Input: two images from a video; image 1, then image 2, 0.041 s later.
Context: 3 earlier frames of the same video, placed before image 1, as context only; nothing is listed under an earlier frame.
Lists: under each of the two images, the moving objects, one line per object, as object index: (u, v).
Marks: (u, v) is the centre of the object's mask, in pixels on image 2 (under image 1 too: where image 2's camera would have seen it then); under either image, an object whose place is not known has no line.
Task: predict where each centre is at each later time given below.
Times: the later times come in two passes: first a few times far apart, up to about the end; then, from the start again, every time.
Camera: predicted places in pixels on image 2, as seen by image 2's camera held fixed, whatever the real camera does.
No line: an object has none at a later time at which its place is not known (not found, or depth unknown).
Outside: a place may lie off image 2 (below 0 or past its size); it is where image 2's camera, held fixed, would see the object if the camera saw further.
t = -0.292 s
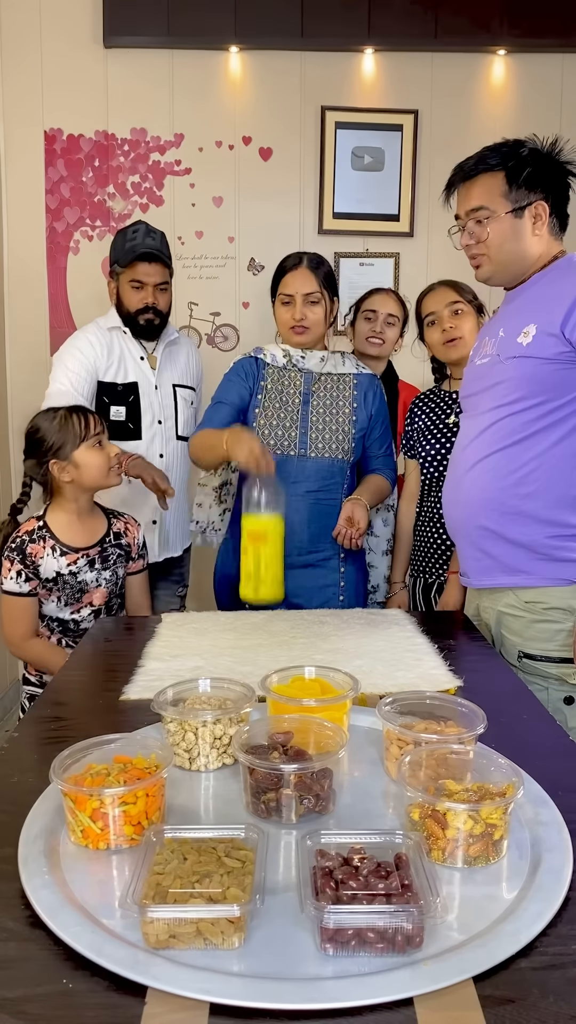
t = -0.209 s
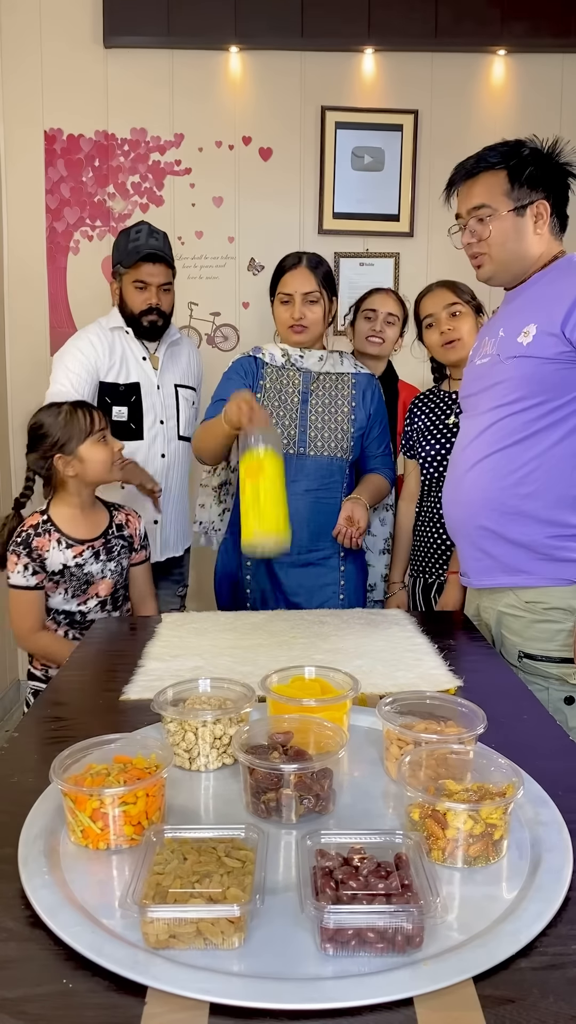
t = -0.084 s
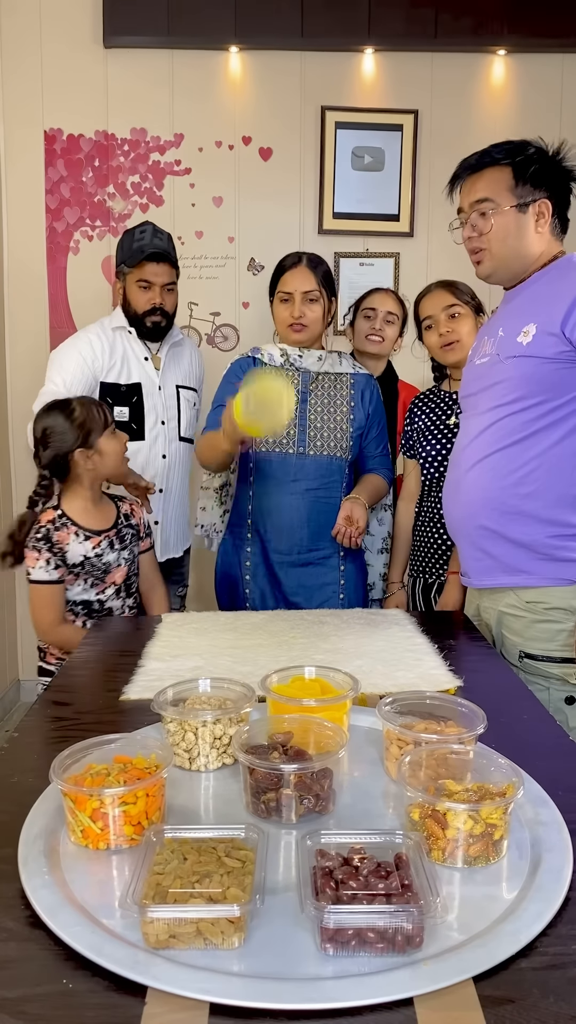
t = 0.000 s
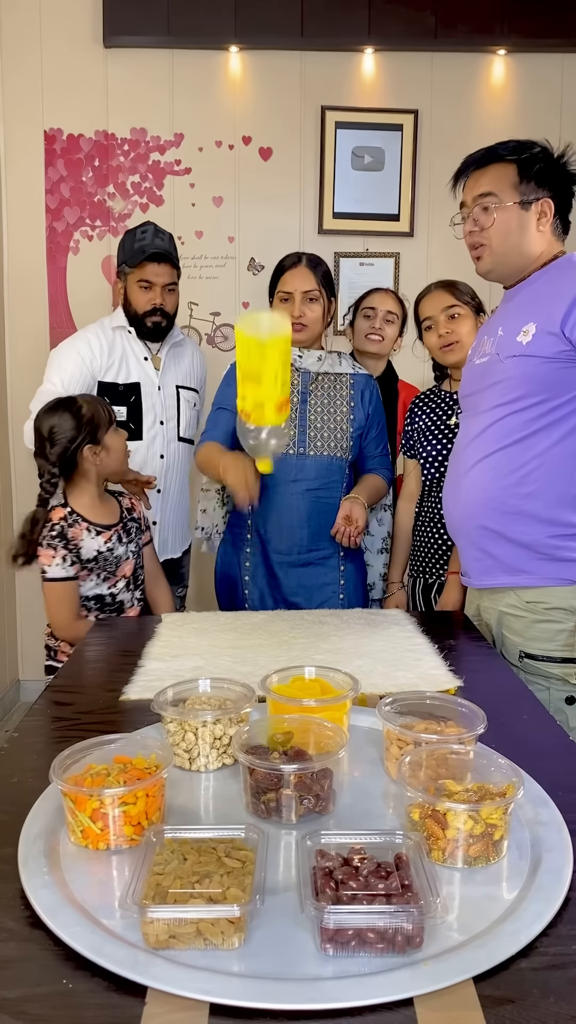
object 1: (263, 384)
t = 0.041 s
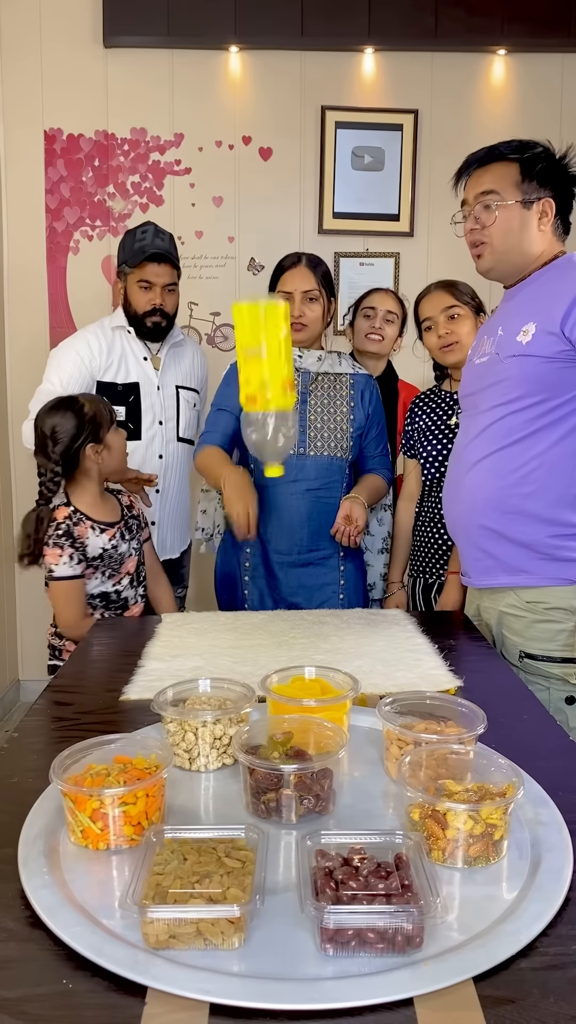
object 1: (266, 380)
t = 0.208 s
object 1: (269, 352)
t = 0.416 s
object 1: (256, 577)
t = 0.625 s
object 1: (258, 590)
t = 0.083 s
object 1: (269, 369)
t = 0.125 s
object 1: (271, 357)
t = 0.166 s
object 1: (271, 348)
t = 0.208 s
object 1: (269, 352)
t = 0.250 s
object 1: (266, 370)
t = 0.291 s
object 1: (265, 402)
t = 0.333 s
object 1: (261, 446)
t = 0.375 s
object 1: (258, 508)
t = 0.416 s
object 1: (256, 577)
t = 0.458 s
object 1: (258, 588)
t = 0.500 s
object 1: (261, 589)
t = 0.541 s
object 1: (258, 589)
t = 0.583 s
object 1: (257, 590)
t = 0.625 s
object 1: (258, 590)
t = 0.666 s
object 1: (258, 590)
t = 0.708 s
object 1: (259, 588)
